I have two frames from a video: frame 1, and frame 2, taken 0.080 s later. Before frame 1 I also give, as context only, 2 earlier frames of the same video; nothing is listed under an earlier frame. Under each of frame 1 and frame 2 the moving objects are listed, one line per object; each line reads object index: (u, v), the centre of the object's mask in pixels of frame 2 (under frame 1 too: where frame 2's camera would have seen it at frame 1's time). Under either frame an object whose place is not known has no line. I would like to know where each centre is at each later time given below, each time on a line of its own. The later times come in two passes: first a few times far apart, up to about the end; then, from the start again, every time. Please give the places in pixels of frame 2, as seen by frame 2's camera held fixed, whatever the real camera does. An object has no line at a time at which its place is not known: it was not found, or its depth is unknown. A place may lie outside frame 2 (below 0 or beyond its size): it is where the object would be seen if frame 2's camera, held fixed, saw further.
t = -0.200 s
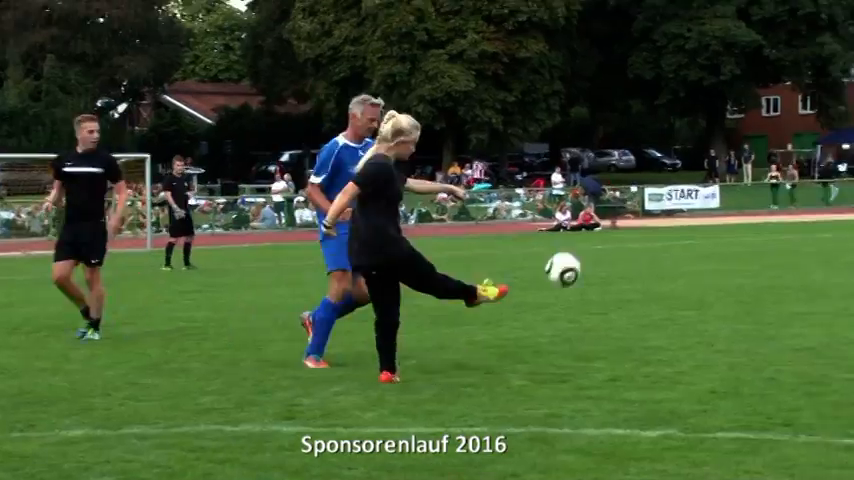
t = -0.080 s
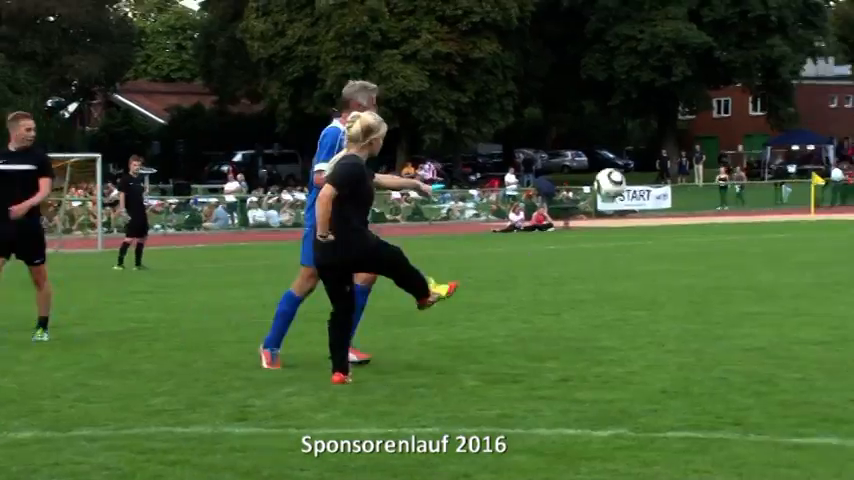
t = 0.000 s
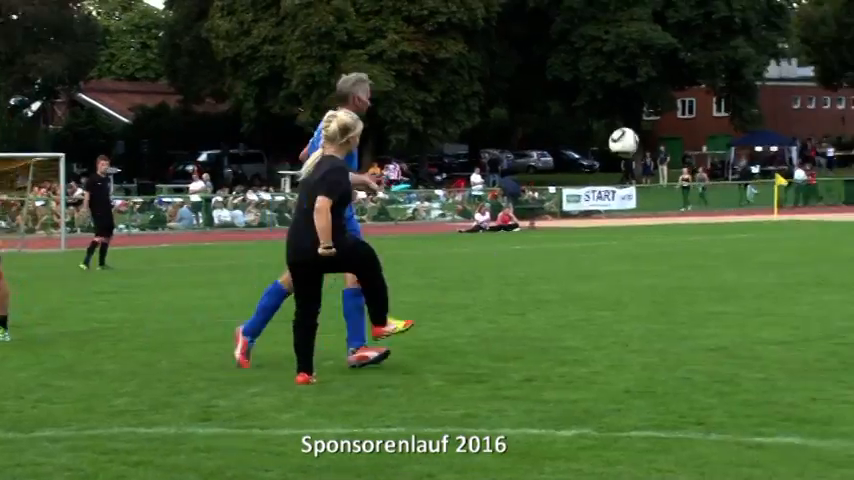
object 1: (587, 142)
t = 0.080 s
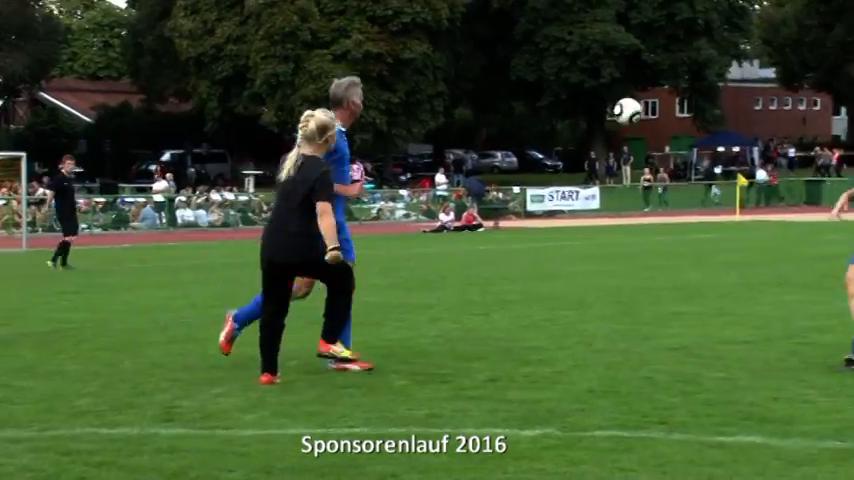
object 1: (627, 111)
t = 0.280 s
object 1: (703, 68)
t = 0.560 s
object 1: (769, 70)
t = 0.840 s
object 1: (804, 123)
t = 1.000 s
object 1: (816, 170)
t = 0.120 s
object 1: (645, 99)
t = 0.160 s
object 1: (661, 88)
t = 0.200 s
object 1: (676, 81)
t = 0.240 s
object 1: (690, 73)
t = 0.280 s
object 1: (703, 68)
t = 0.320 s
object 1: (715, 64)
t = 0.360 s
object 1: (725, 62)
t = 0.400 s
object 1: (736, 62)
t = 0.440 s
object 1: (745, 62)
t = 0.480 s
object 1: (753, 64)
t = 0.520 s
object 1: (762, 67)
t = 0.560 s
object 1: (769, 70)
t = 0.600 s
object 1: (775, 75)
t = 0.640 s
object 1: (781, 81)
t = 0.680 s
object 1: (787, 87)
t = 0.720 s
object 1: (792, 95)
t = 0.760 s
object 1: (796, 103)
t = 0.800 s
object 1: (801, 113)
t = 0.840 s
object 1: (804, 123)
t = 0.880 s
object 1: (808, 134)
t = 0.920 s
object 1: (811, 145)
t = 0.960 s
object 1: (814, 157)
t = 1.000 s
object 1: (816, 170)
